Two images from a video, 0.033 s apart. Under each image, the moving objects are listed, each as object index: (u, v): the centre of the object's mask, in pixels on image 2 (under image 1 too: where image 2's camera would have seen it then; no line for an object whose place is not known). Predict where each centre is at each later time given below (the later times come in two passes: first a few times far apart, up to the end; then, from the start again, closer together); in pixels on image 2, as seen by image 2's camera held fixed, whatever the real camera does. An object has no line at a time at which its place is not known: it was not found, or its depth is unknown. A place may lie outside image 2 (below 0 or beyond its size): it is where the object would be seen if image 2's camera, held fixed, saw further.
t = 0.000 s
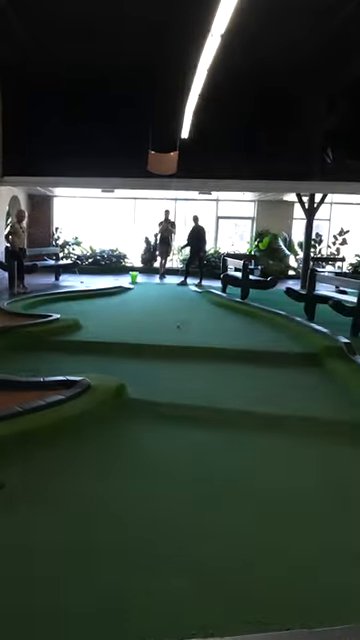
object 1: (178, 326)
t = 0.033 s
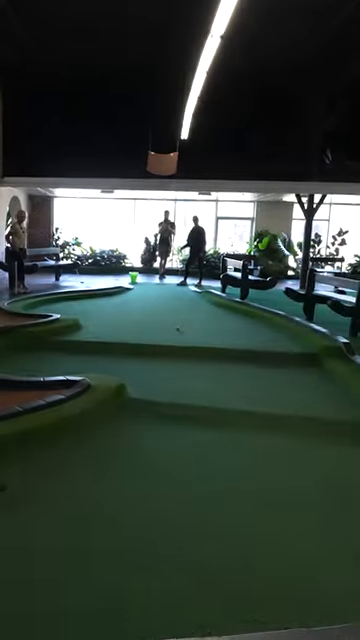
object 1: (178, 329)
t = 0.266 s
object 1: (174, 340)
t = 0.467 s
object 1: (172, 355)
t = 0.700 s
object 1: (170, 370)
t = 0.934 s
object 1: (168, 390)
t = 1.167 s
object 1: (166, 419)
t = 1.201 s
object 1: (166, 424)
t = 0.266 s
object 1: (174, 340)
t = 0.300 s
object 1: (174, 342)
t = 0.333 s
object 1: (174, 343)
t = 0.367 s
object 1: (174, 344)
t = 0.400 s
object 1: (173, 346)
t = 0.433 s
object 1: (173, 349)
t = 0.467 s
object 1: (172, 355)
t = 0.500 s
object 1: (172, 357)
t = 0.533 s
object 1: (172, 358)
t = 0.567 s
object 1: (171, 359)
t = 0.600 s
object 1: (171, 364)
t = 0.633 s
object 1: (171, 365)
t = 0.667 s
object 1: (170, 368)
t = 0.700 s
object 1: (170, 370)
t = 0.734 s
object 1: (170, 373)
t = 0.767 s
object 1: (170, 376)
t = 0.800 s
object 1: (169, 379)
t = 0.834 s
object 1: (169, 382)
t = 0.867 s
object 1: (169, 384)
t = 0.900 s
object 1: (168, 387)
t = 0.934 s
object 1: (168, 390)
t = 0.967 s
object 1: (168, 394)
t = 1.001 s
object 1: (168, 397)
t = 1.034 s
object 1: (167, 401)
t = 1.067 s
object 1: (167, 405)
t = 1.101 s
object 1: (167, 410)
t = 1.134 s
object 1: (167, 415)
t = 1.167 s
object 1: (166, 419)
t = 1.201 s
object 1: (166, 424)
